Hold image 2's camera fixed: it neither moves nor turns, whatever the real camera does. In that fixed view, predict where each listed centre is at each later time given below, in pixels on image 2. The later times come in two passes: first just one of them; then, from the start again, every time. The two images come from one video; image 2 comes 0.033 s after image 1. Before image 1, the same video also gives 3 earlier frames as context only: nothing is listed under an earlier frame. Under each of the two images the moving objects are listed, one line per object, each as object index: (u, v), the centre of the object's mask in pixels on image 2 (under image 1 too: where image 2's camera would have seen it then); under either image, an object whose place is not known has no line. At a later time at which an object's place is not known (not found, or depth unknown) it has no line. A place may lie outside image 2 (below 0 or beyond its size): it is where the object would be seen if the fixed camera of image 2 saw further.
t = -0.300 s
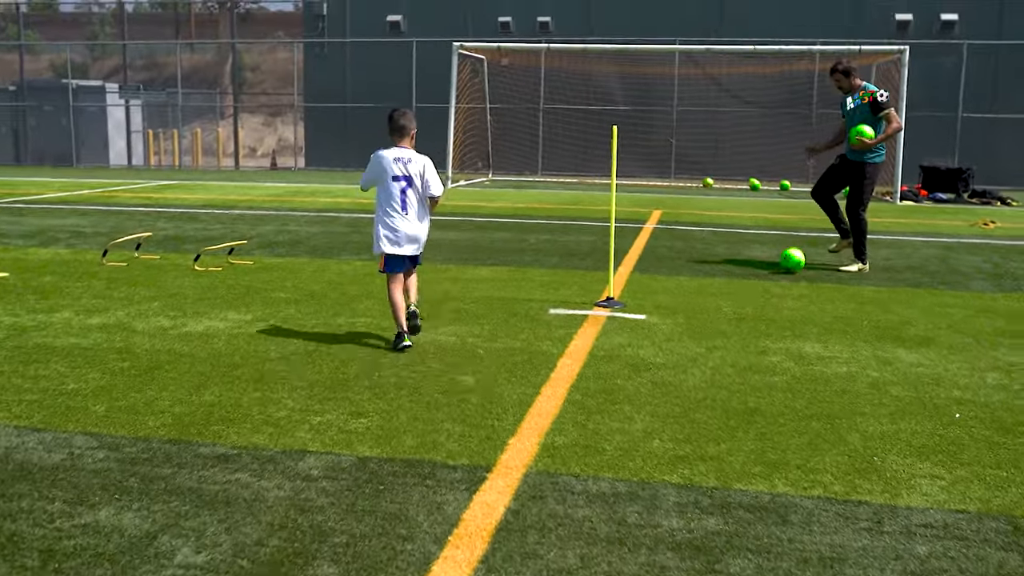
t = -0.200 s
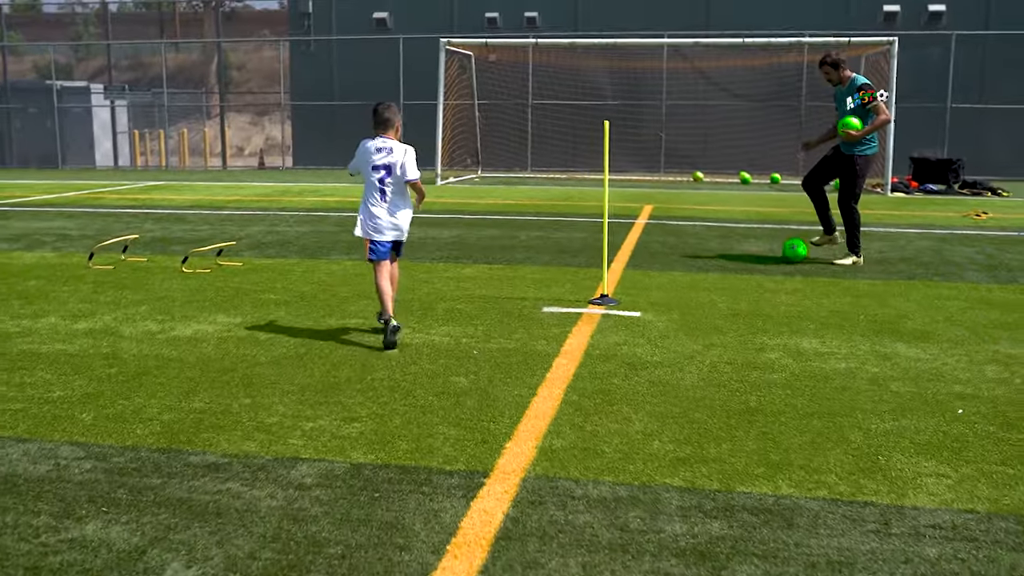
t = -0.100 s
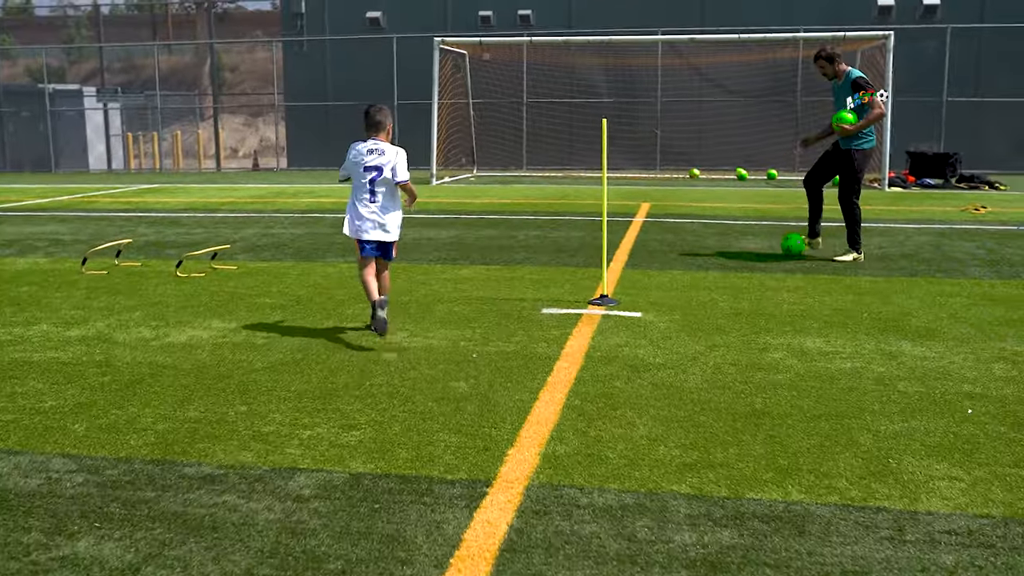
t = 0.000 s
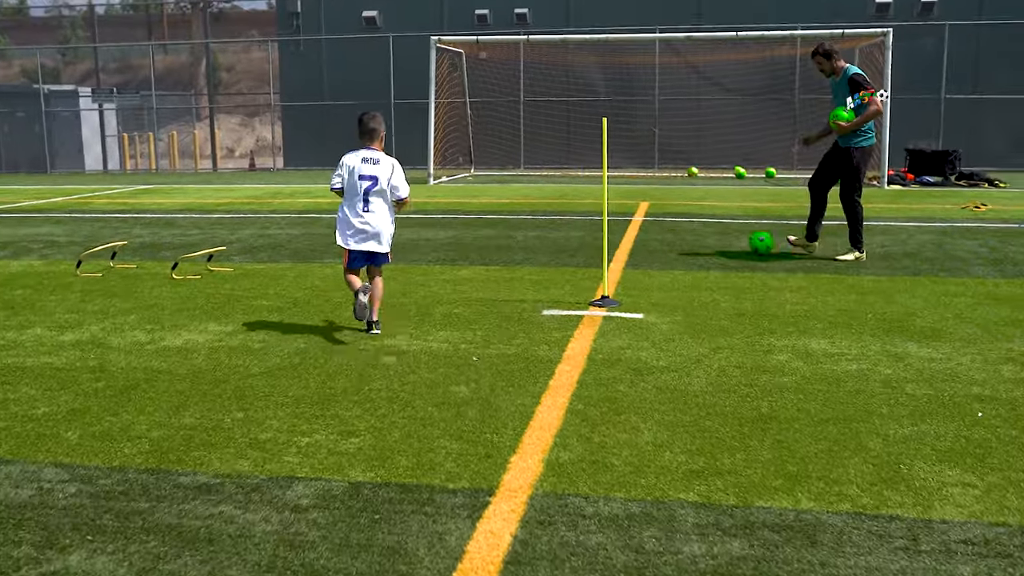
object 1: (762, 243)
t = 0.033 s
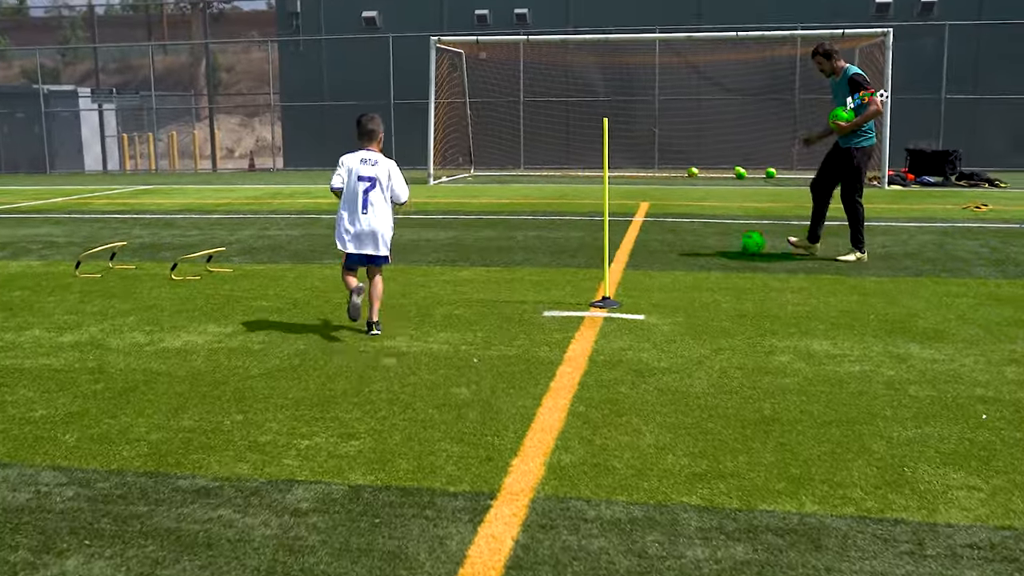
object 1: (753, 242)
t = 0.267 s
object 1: (690, 241)
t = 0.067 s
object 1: (741, 242)
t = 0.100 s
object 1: (731, 242)
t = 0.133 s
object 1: (723, 243)
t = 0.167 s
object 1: (714, 242)
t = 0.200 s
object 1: (706, 242)
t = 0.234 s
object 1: (698, 241)
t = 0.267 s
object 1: (690, 241)
